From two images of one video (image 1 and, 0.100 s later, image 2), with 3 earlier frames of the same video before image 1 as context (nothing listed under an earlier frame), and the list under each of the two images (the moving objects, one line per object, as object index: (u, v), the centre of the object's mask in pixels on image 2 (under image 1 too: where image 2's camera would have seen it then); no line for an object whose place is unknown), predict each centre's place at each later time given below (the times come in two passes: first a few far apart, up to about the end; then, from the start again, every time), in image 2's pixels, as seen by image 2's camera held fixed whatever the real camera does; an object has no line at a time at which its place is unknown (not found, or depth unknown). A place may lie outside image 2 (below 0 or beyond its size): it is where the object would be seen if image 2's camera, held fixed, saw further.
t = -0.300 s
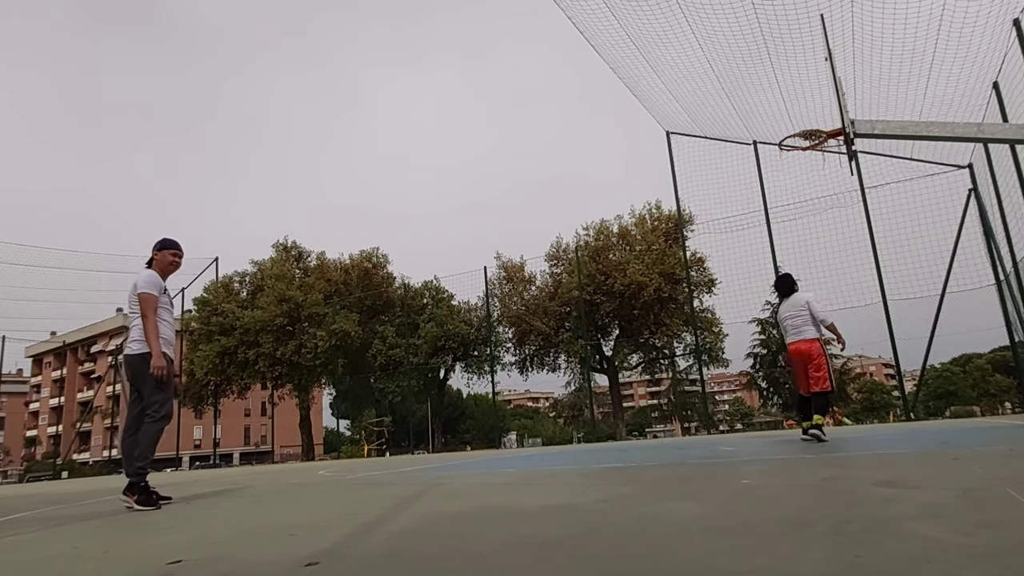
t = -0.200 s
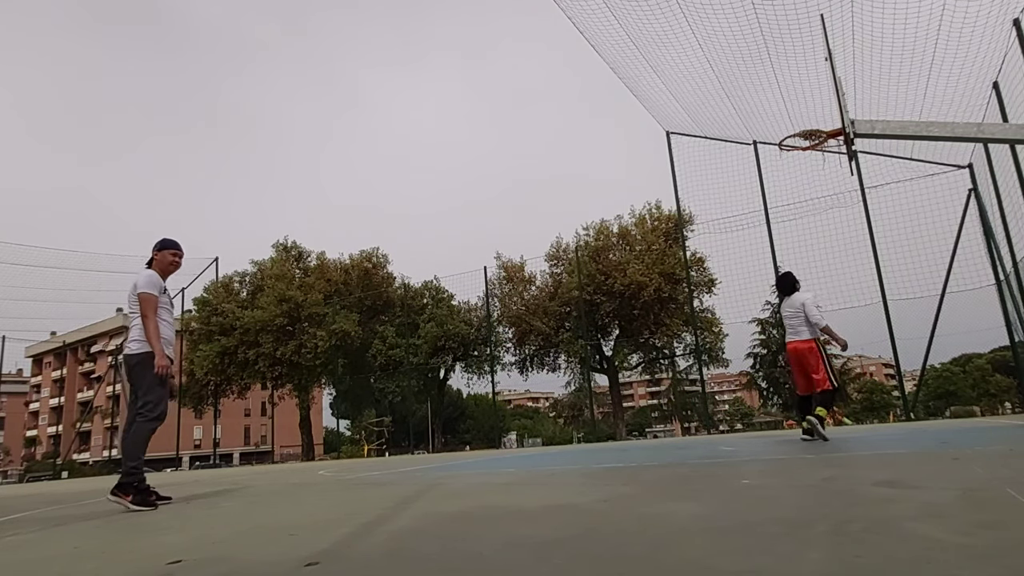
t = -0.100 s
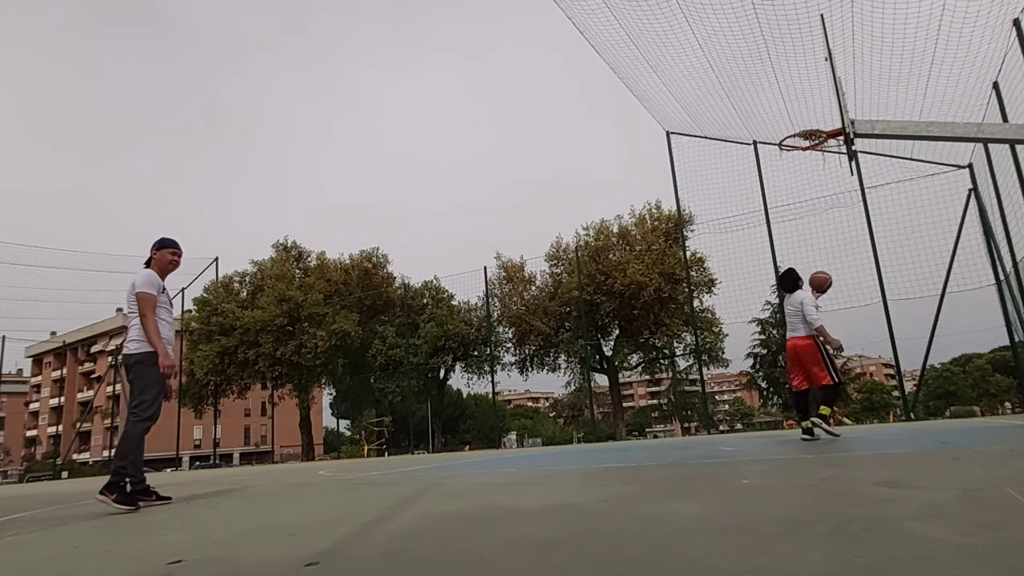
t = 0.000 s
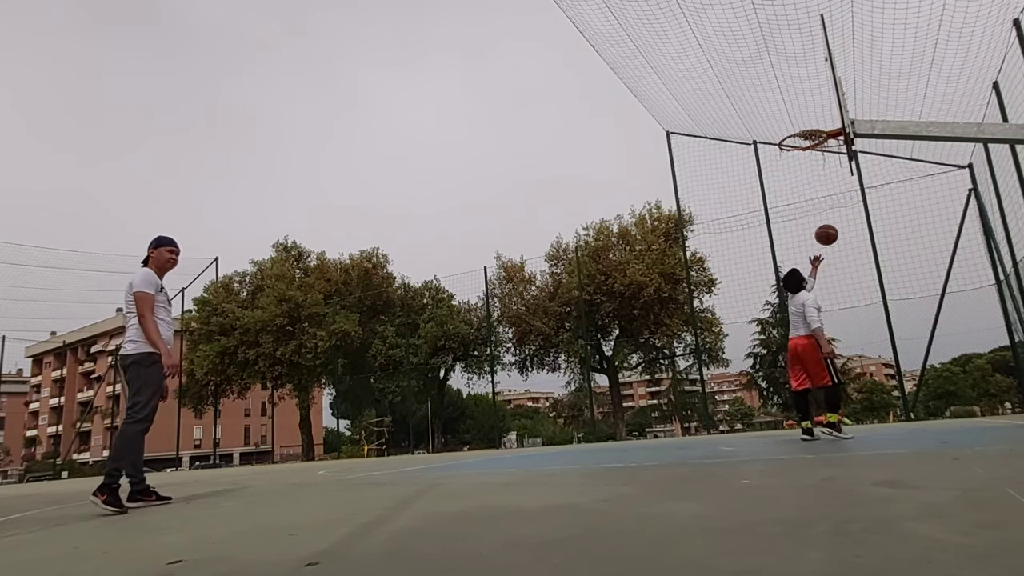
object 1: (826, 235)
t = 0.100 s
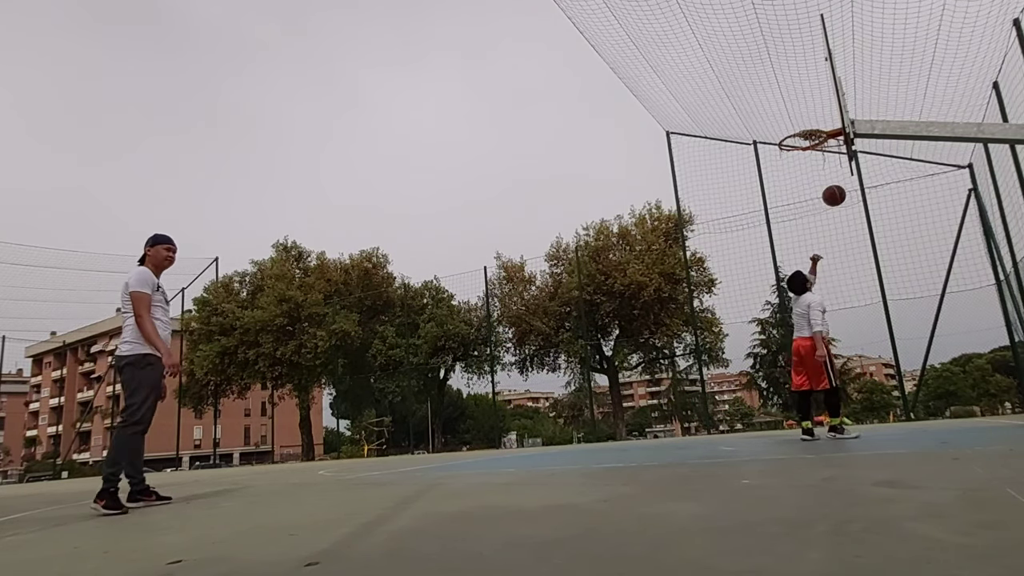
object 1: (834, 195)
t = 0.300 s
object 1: (816, 166)
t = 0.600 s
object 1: (772, 202)
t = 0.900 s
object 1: (738, 320)
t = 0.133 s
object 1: (836, 184)
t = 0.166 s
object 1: (839, 174)
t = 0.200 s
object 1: (834, 171)
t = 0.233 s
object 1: (828, 168)
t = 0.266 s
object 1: (822, 167)
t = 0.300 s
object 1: (816, 166)
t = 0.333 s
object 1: (810, 166)
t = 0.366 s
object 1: (805, 167)
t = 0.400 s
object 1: (800, 169)
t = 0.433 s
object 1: (795, 172)
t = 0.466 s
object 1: (790, 176)
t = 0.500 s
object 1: (785, 181)
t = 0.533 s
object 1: (781, 188)
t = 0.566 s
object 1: (776, 194)
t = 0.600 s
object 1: (772, 202)
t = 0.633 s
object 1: (767, 211)
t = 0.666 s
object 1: (763, 221)
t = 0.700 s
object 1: (758, 231)
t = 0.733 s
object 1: (755, 243)
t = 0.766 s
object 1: (751, 256)
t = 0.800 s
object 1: (748, 270)
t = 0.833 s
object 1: (745, 285)
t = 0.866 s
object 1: (741, 302)
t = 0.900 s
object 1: (738, 320)
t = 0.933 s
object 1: (734, 339)
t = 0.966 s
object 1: (731, 359)
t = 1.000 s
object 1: (728, 380)
